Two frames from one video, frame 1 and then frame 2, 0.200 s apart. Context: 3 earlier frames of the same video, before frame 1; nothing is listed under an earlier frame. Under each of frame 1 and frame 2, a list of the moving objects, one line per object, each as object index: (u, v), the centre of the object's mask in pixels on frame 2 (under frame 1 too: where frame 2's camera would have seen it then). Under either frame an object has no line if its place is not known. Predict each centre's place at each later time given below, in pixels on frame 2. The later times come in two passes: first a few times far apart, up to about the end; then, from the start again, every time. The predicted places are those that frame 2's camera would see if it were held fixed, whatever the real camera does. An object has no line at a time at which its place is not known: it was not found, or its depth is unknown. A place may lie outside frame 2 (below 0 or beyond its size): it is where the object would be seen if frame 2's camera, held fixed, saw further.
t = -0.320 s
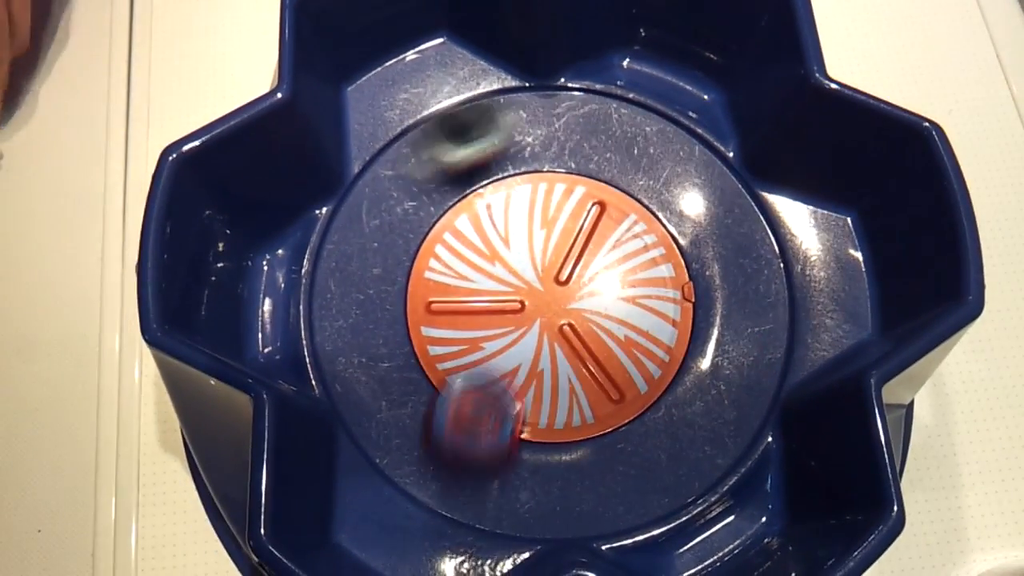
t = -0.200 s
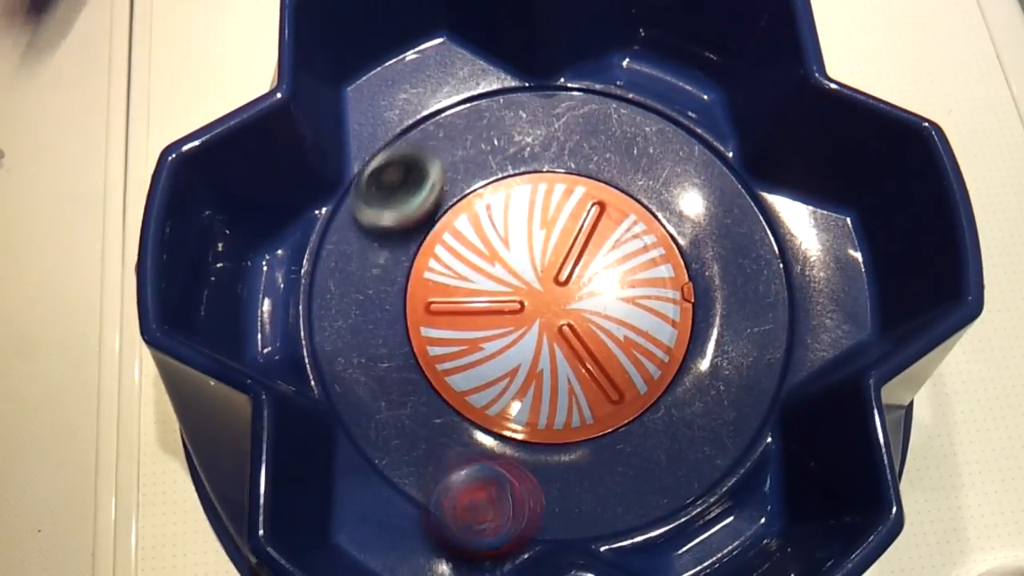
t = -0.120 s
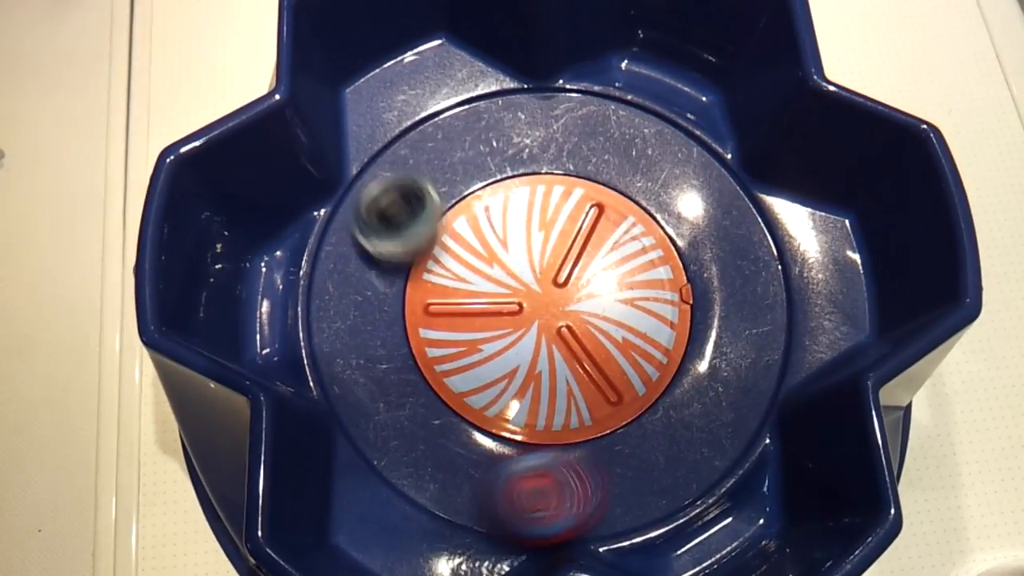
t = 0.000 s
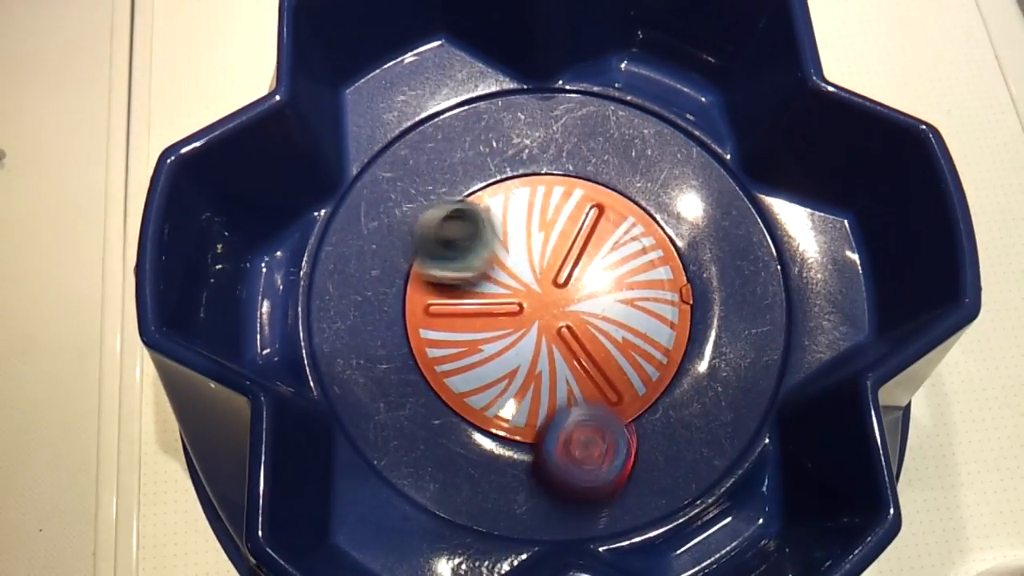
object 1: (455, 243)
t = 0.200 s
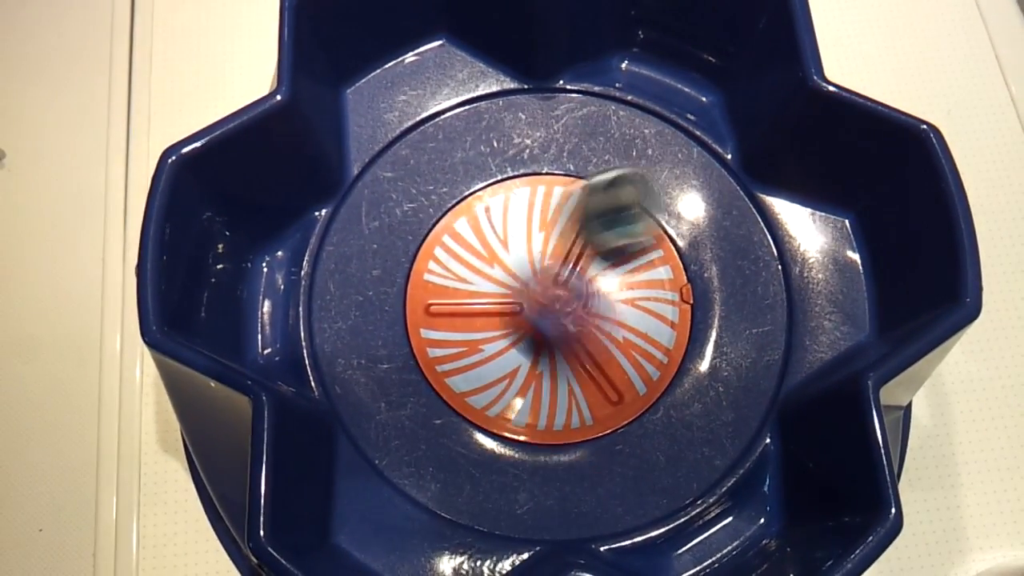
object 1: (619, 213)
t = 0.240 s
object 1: (654, 200)
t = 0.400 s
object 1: (702, 233)
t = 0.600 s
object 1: (654, 291)
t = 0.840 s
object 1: (721, 332)
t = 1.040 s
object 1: (739, 355)
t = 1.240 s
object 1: (721, 300)
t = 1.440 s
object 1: (589, 330)
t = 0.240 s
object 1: (654, 200)
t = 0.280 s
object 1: (682, 194)
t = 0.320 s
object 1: (709, 190)
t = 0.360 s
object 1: (710, 210)
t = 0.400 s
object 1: (702, 233)
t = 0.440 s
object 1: (693, 258)
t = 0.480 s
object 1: (685, 270)
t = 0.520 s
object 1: (676, 275)
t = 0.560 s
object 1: (665, 283)
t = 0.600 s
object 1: (654, 291)
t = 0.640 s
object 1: (642, 300)
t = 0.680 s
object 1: (625, 301)
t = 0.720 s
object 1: (613, 298)
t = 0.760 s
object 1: (669, 292)
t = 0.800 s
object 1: (704, 310)
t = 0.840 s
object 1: (721, 332)
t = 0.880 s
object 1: (738, 351)
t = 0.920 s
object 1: (747, 360)
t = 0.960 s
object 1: (750, 362)
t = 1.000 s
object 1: (747, 360)
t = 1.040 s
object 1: (739, 355)
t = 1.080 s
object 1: (734, 346)
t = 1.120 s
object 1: (733, 335)
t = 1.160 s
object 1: (733, 321)
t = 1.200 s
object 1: (729, 308)
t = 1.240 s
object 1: (721, 300)
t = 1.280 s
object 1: (714, 298)
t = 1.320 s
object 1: (699, 305)
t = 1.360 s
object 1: (682, 314)
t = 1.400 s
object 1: (646, 326)
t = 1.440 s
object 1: (589, 330)
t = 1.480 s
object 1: (557, 323)
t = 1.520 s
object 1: (529, 305)
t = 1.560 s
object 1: (513, 299)
